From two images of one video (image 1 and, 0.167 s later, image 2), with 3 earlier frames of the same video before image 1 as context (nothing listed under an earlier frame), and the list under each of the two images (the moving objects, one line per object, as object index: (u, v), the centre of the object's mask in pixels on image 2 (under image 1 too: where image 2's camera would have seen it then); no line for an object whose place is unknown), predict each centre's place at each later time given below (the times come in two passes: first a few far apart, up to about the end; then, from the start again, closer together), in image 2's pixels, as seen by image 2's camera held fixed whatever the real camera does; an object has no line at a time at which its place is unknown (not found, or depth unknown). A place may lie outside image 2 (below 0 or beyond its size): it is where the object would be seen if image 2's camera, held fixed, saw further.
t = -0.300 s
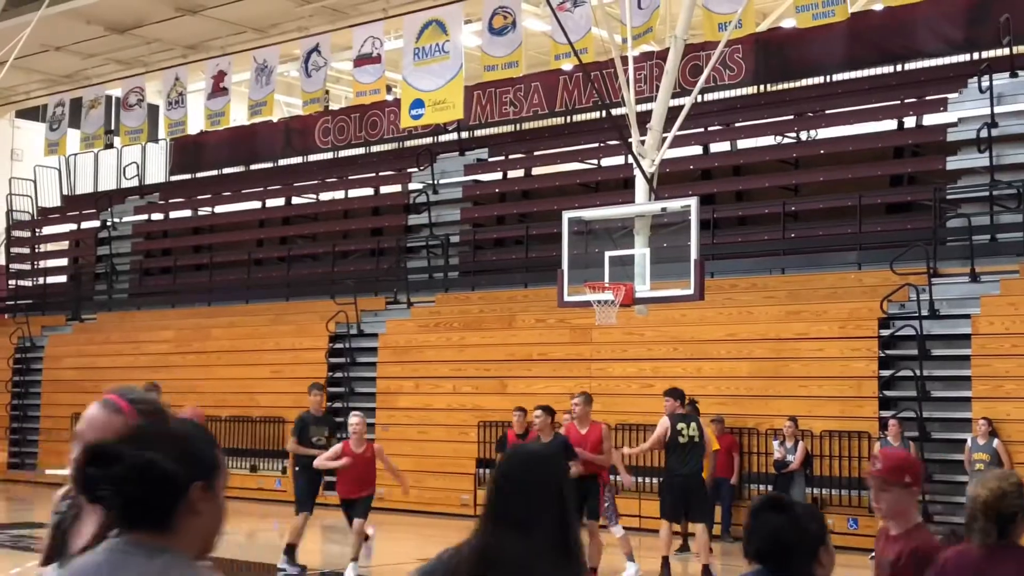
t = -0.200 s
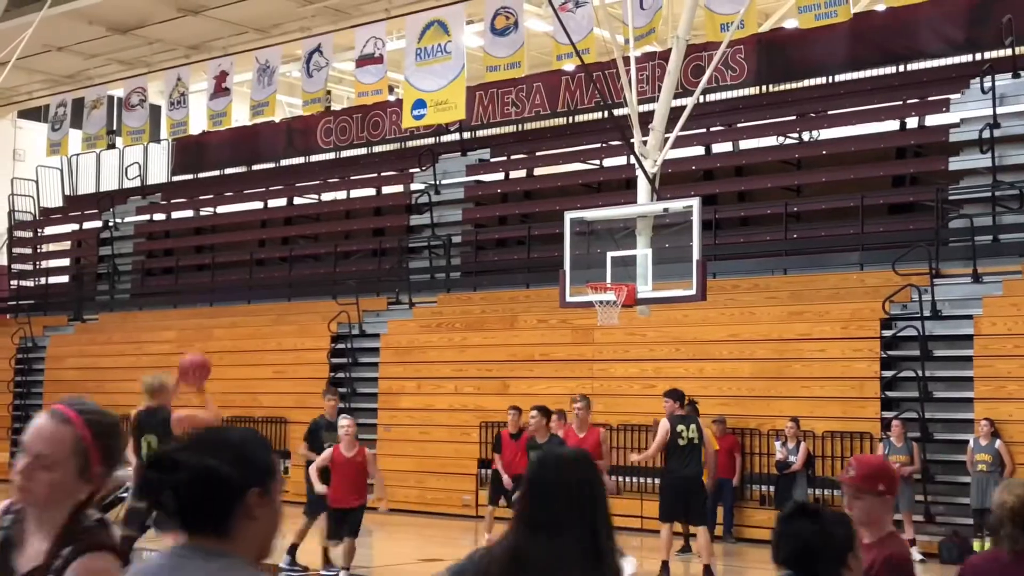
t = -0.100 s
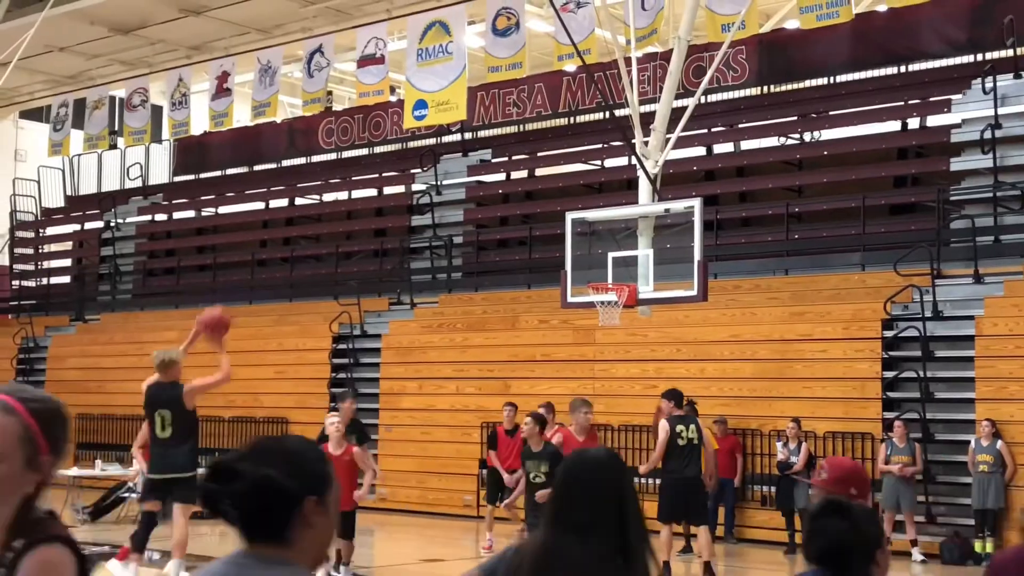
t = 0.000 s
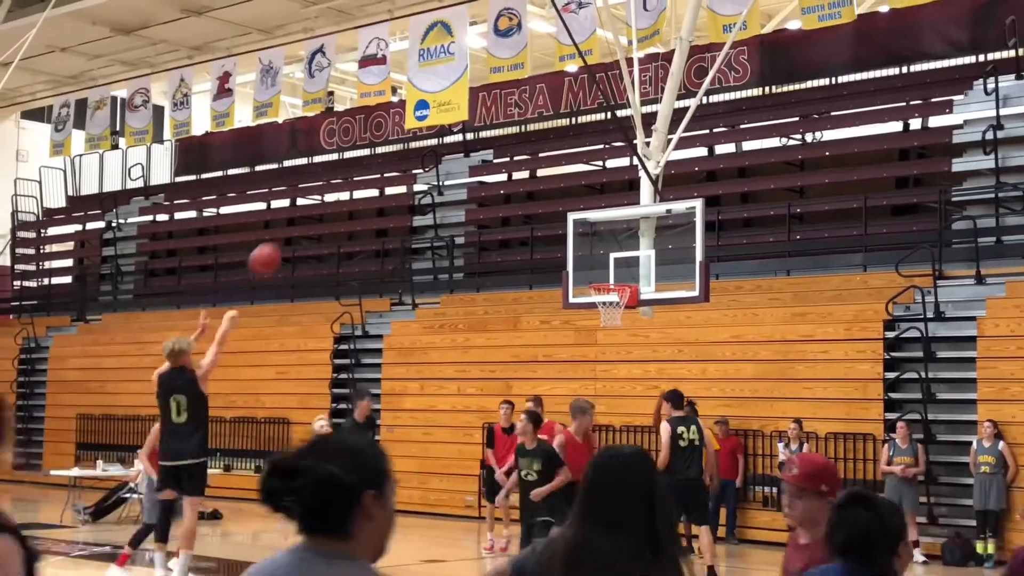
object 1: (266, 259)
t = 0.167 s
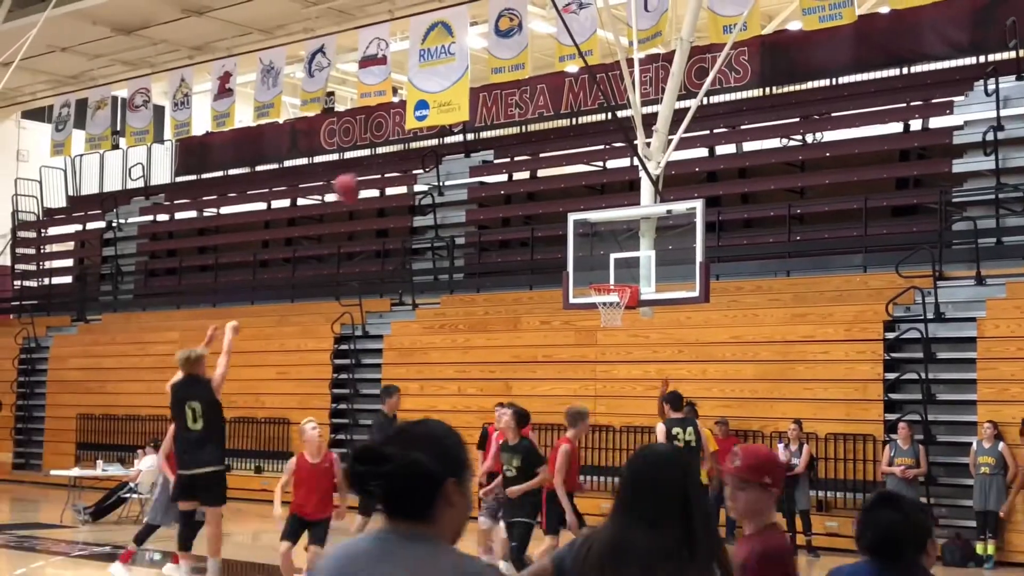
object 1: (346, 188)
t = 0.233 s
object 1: (376, 168)
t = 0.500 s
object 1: (475, 154)
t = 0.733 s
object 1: (547, 195)
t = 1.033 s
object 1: (620, 309)
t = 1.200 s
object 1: (613, 355)
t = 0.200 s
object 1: (361, 177)
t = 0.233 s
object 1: (376, 168)
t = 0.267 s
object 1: (390, 163)
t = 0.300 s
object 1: (403, 160)
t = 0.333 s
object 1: (415, 155)
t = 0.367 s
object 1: (428, 153)
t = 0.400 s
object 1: (440, 152)
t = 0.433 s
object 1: (453, 152)
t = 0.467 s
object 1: (465, 152)
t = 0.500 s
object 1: (475, 154)
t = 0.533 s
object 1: (487, 157)
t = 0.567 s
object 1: (498, 162)
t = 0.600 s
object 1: (508, 167)
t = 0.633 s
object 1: (518, 171)
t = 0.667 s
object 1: (529, 181)
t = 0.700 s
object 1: (538, 190)
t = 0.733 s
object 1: (547, 195)
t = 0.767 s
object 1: (556, 207)
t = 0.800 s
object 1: (565, 217)
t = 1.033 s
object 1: (620, 309)
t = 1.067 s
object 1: (619, 314)
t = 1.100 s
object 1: (617, 324)
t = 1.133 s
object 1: (616, 333)
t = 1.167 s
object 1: (614, 344)
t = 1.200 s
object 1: (613, 355)
